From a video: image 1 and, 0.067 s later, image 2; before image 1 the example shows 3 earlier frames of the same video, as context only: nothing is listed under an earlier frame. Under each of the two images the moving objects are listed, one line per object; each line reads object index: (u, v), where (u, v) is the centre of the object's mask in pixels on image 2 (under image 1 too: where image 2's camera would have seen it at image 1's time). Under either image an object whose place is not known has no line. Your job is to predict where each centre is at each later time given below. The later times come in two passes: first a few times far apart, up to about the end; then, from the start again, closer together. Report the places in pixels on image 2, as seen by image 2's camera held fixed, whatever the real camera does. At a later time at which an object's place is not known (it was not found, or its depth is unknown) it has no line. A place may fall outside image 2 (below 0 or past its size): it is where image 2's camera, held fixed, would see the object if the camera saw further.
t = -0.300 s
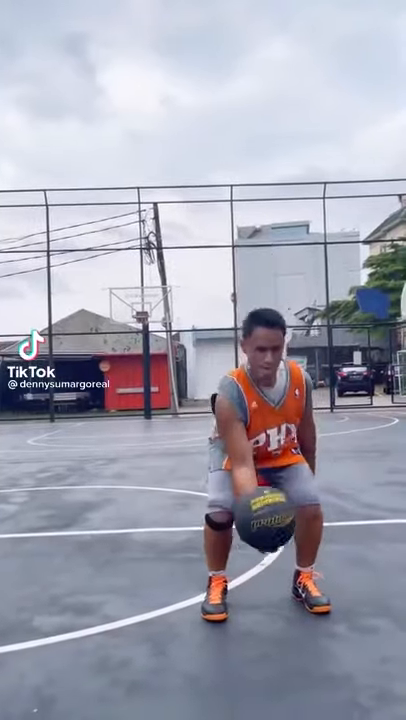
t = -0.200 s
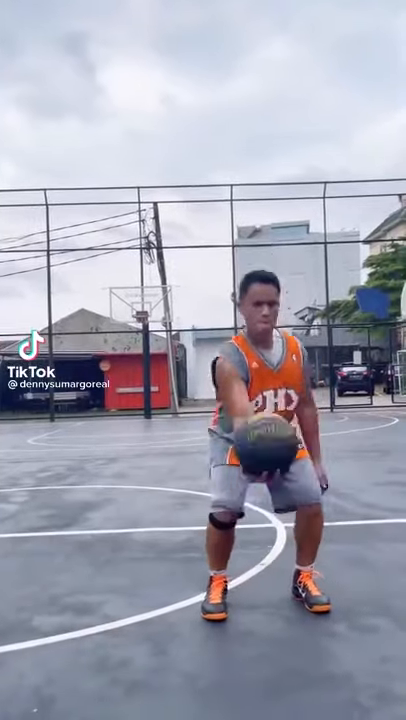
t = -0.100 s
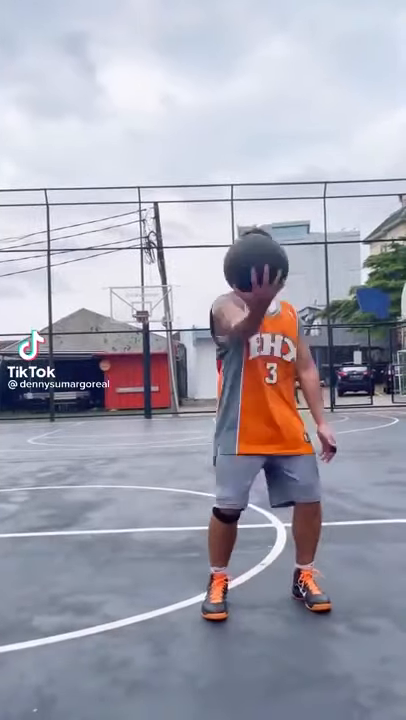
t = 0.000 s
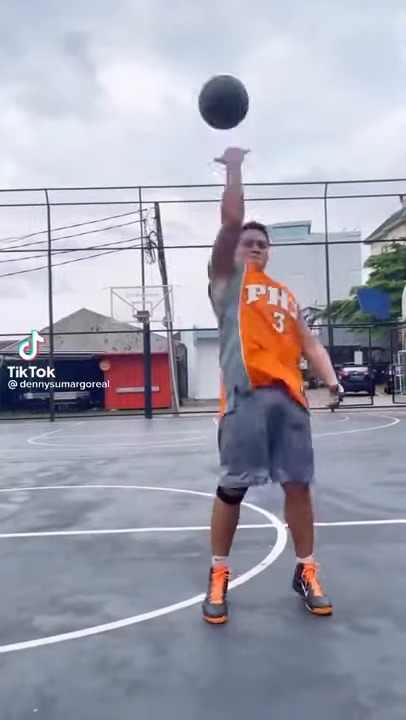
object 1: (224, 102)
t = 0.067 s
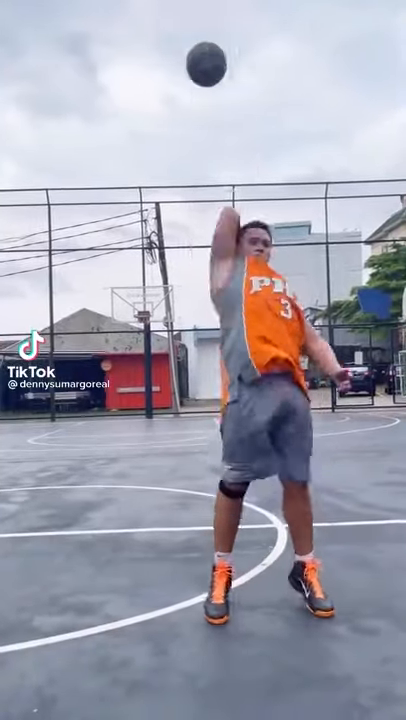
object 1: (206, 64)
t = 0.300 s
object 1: (175, 28)
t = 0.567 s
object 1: (162, 49)
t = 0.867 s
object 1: (154, 102)
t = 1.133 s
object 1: (150, 161)
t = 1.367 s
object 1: (146, 217)
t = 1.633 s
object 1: (145, 287)
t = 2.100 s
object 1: (132, 339)
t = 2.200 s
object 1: (130, 350)
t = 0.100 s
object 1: (199, 52)
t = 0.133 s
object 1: (193, 43)
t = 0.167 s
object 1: (189, 37)
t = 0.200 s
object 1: (185, 32)
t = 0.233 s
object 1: (181, 30)
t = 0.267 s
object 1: (178, 28)
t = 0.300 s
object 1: (175, 28)
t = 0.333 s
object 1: (173, 28)
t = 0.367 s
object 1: (171, 29)
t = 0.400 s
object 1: (169, 31)
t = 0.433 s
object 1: (167, 34)
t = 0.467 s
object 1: (166, 37)
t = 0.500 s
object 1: (164, 40)
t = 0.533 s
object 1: (163, 44)
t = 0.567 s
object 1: (162, 49)
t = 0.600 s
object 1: (161, 54)
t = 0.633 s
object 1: (160, 59)
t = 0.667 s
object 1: (159, 64)
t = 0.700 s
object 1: (158, 70)
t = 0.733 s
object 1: (157, 76)
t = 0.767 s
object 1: (156, 82)
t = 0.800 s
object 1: (155, 89)
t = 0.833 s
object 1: (155, 95)
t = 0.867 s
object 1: (154, 102)
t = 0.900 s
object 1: (153, 109)
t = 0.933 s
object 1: (153, 116)
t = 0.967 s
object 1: (152, 123)
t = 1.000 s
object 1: (152, 130)
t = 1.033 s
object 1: (151, 138)
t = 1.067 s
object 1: (150, 145)
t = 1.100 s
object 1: (150, 153)
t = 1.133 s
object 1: (150, 161)
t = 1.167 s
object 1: (149, 169)
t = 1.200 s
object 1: (148, 177)
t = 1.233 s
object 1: (148, 185)
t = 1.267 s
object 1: (148, 193)
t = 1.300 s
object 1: (147, 201)
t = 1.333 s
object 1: (147, 210)
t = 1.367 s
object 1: (146, 217)
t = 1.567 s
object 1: (146, 269)
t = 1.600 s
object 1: (146, 278)
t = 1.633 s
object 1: (145, 287)
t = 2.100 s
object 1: (132, 339)
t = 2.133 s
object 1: (131, 343)
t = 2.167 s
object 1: (130, 346)
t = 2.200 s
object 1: (130, 350)
